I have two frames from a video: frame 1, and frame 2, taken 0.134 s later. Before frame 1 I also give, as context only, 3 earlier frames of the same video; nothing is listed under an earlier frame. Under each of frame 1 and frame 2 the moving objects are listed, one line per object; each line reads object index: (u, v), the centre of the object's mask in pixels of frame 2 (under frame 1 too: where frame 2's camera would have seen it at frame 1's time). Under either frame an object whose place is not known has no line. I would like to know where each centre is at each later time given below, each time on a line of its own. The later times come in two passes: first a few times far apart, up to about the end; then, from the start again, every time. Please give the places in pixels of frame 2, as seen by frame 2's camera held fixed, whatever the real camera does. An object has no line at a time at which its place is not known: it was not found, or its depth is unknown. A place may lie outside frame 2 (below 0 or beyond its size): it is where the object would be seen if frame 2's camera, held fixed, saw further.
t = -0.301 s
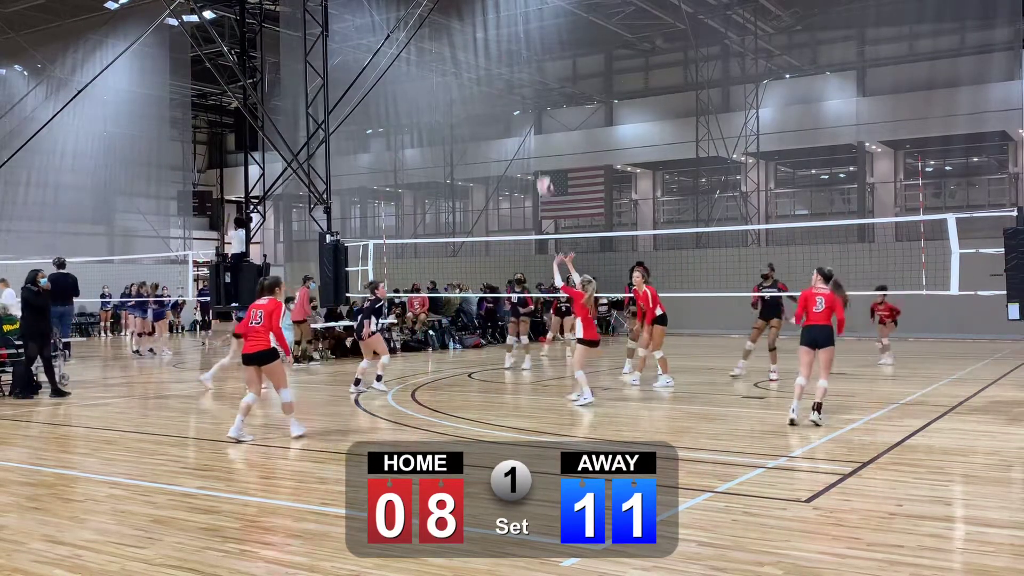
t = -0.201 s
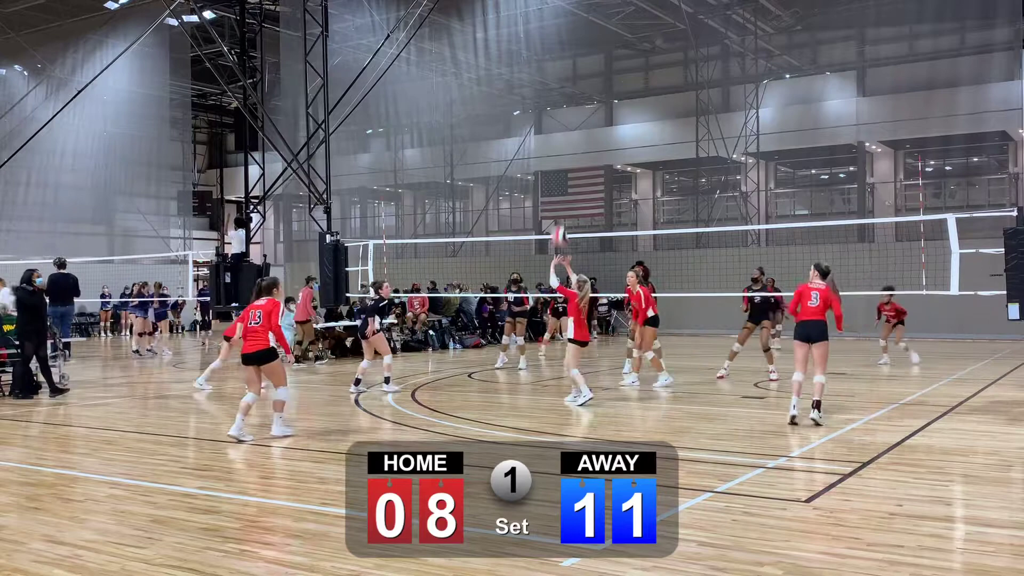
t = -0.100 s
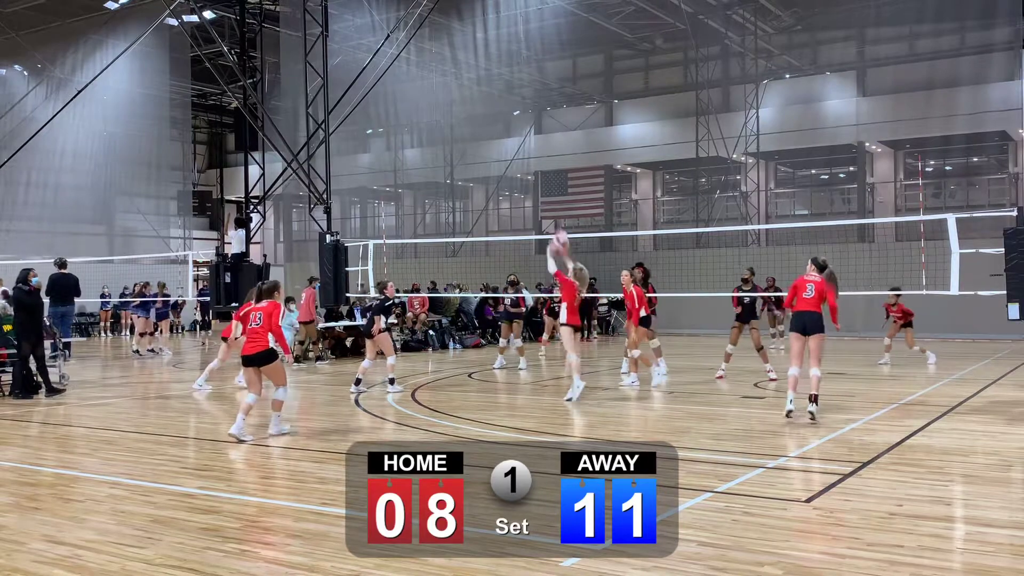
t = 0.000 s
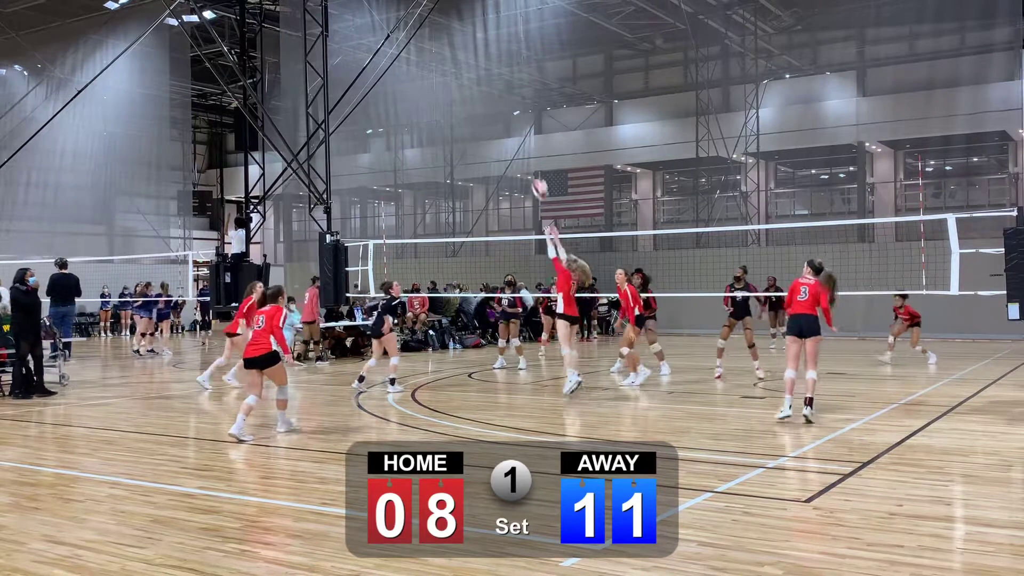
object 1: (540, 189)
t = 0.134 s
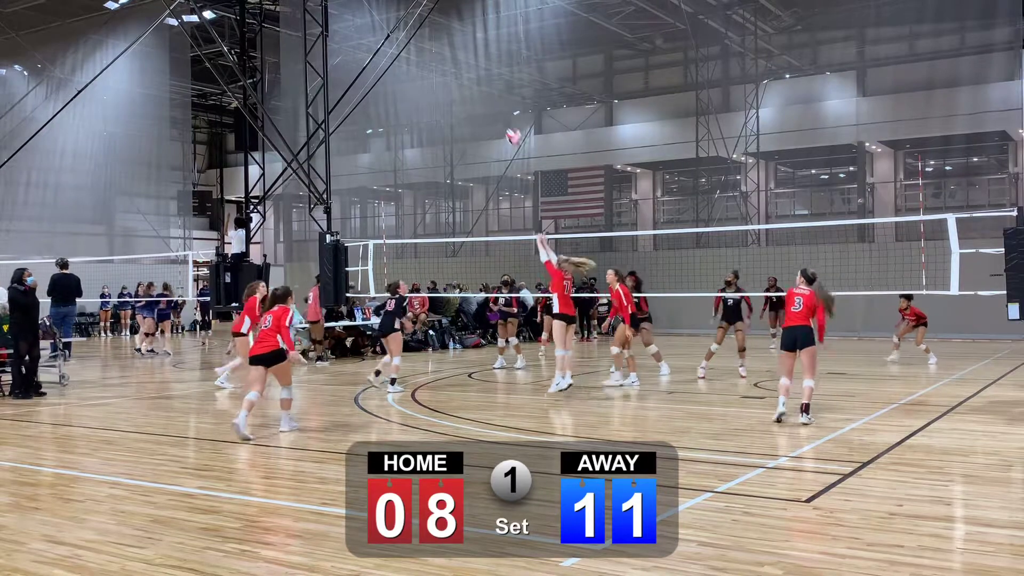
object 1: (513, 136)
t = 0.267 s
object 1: (489, 102)
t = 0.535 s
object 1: (448, 74)
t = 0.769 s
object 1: (415, 91)
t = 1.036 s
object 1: (383, 152)
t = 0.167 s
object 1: (507, 126)
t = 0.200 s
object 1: (501, 117)
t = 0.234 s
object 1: (495, 109)
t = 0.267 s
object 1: (489, 102)
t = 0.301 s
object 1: (484, 95)
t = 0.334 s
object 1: (479, 90)
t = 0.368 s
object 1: (473, 86)
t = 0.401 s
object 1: (468, 81)
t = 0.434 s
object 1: (463, 78)
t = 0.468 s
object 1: (457, 76)
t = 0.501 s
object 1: (453, 75)
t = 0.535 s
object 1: (448, 74)
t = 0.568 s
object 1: (443, 75)
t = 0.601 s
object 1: (438, 76)
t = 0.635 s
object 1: (433, 77)
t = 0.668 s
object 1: (428, 79)
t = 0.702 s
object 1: (424, 83)
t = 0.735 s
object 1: (419, 87)
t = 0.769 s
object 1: (415, 91)
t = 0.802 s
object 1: (411, 97)
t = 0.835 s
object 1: (406, 102)
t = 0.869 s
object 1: (402, 109)
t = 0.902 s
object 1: (398, 117)
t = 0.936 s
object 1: (394, 125)
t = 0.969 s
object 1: (390, 133)
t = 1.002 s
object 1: (386, 142)
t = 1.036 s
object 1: (383, 152)
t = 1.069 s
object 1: (379, 162)
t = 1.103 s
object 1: (375, 172)
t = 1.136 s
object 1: (372, 184)
